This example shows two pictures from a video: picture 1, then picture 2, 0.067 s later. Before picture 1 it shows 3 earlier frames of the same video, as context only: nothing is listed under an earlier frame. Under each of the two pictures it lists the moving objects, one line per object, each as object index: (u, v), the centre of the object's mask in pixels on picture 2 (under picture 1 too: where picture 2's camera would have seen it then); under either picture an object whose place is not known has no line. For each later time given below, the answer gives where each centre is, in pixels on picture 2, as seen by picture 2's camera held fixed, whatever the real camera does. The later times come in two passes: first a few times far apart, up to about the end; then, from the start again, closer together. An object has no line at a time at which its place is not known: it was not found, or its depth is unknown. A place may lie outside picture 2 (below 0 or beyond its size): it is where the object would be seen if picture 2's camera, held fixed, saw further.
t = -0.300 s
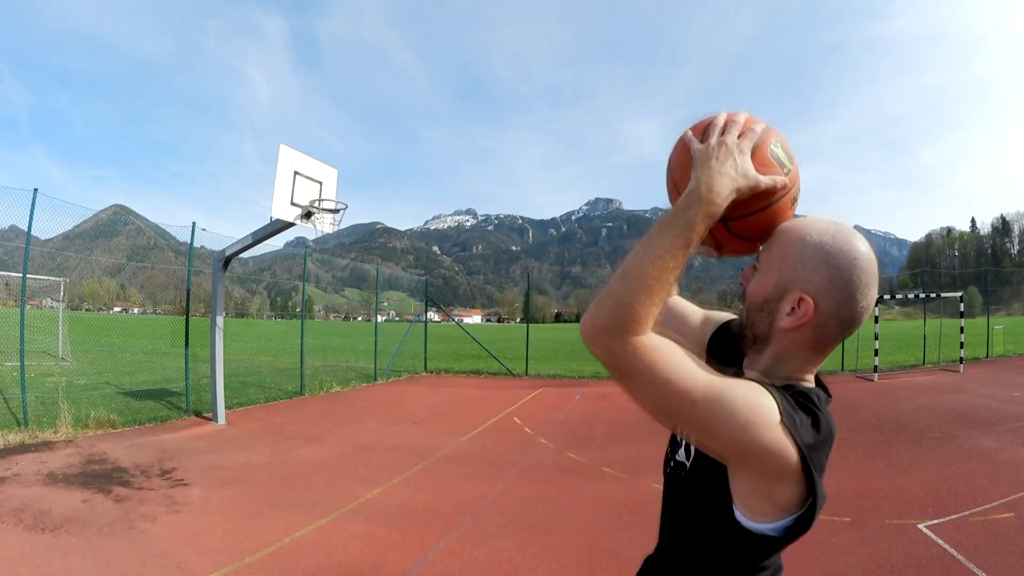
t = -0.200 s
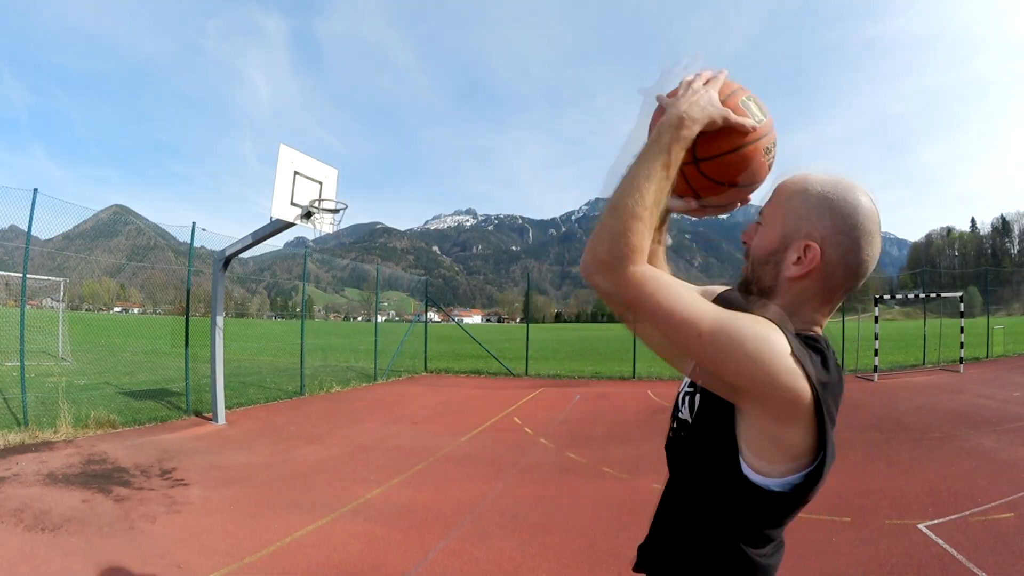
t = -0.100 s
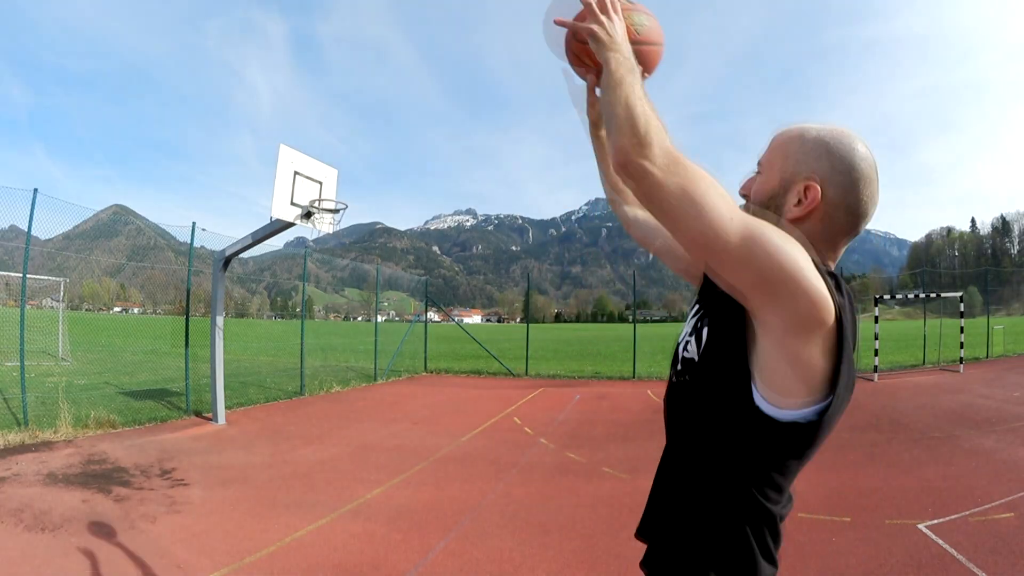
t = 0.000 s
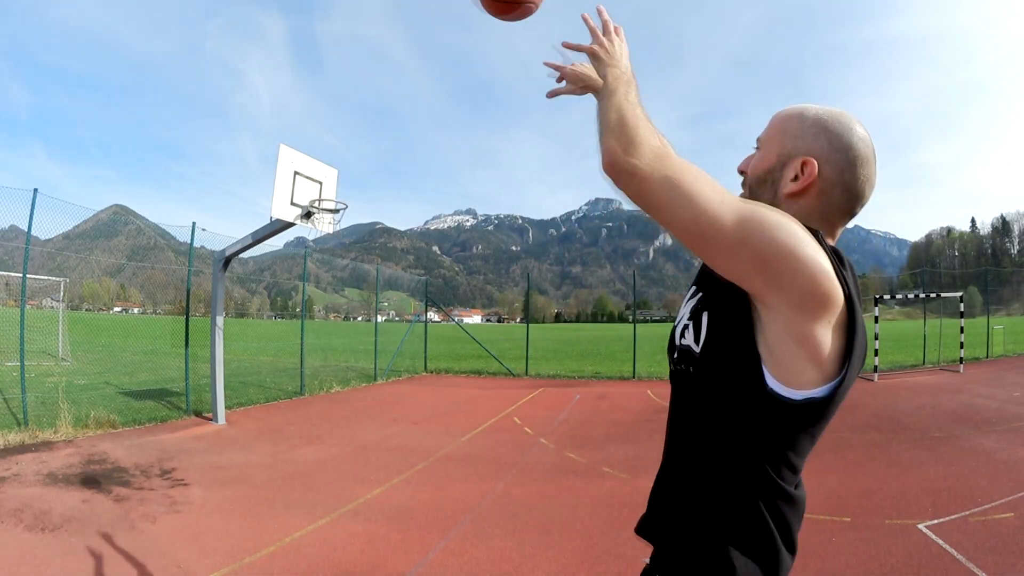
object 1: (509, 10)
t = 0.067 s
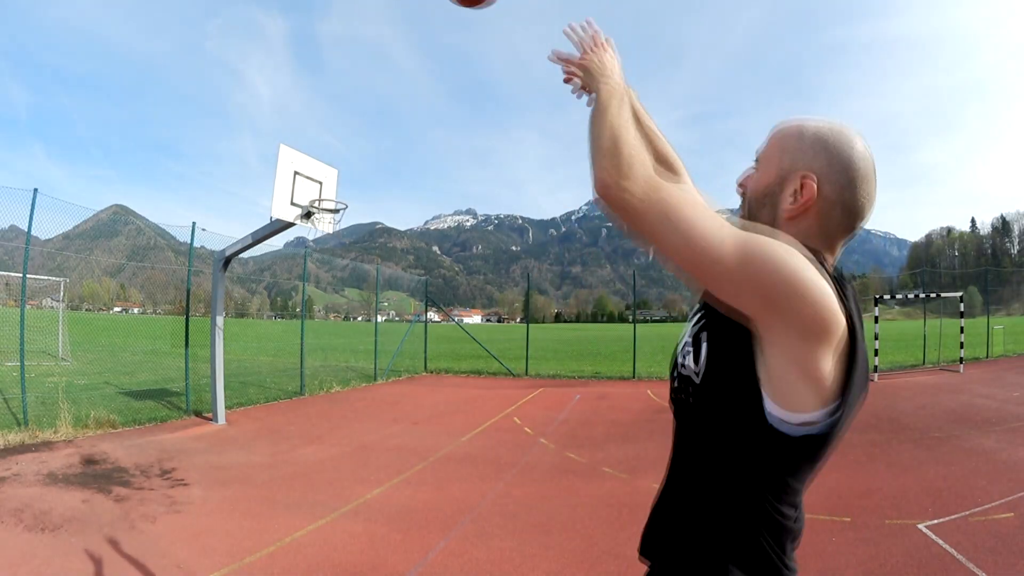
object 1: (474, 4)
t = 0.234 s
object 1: (418, 7)
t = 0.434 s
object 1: (382, 40)
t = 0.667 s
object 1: (354, 108)
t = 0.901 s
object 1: (332, 196)
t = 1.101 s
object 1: (334, 227)
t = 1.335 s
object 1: (349, 288)
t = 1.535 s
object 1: (361, 370)
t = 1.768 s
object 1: (373, 391)
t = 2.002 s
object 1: (380, 329)
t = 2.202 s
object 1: (385, 308)
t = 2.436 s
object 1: (392, 316)
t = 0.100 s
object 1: (457, 3)
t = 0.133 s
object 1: (445, 3)
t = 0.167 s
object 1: (434, 3)
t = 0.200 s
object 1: (426, 5)
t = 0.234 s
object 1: (418, 7)
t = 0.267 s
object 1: (410, 9)
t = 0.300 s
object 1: (404, 12)
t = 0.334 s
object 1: (398, 16)
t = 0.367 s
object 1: (393, 23)
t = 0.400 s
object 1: (387, 32)
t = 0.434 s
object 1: (382, 40)
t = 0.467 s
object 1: (378, 47)
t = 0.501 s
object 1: (373, 58)
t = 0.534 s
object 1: (369, 67)
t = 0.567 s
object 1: (365, 76)
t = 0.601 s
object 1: (361, 88)
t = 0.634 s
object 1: (357, 98)
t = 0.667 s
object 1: (354, 108)
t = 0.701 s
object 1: (350, 121)
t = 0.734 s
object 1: (347, 132)
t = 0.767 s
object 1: (344, 143)
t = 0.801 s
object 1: (341, 157)
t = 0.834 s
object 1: (338, 171)
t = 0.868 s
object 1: (335, 183)
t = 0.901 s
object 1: (332, 196)
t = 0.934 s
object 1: (328, 205)
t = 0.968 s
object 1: (324, 206)
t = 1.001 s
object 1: (323, 210)
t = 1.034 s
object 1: (329, 217)
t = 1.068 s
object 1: (332, 222)
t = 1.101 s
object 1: (334, 227)
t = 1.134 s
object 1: (337, 234)
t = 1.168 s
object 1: (339, 240)
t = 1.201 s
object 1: (340, 247)
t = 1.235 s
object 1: (342, 258)
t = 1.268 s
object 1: (345, 267)
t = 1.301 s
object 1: (346, 276)
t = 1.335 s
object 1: (349, 288)
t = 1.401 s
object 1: (352, 311)
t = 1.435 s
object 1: (355, 326)
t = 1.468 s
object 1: (357, 339)
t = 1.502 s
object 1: (359, 352)
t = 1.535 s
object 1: (361, 370)
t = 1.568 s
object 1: (363, 384)
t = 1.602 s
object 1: (365, 398)
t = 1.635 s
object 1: (368, 418)
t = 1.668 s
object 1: (370, 427)
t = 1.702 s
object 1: (371, 417)
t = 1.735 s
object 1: (372, 402)
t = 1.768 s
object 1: (373, 391)
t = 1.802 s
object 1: (373, 380)
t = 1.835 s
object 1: (375, 368)
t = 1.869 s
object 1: (375, 358)
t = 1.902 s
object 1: (377, 350)
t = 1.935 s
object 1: (378, 341)
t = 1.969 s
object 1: (379, 334)
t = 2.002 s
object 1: (380, 329)
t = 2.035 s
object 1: (381, 323)
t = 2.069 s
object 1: (382, 318)
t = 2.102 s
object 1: (383, 314)
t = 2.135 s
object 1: (384, 312)
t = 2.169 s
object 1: (385, 309)
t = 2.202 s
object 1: (385, 308)
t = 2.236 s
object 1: (386, 307)
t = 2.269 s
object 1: (387, 307)
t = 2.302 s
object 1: (388, 307)
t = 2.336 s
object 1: (389, 308)
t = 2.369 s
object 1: (390, 310)
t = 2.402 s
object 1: (391, 313)
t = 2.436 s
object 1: (392, 316)
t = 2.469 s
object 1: (392, 320)
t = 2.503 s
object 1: (393, 324)
